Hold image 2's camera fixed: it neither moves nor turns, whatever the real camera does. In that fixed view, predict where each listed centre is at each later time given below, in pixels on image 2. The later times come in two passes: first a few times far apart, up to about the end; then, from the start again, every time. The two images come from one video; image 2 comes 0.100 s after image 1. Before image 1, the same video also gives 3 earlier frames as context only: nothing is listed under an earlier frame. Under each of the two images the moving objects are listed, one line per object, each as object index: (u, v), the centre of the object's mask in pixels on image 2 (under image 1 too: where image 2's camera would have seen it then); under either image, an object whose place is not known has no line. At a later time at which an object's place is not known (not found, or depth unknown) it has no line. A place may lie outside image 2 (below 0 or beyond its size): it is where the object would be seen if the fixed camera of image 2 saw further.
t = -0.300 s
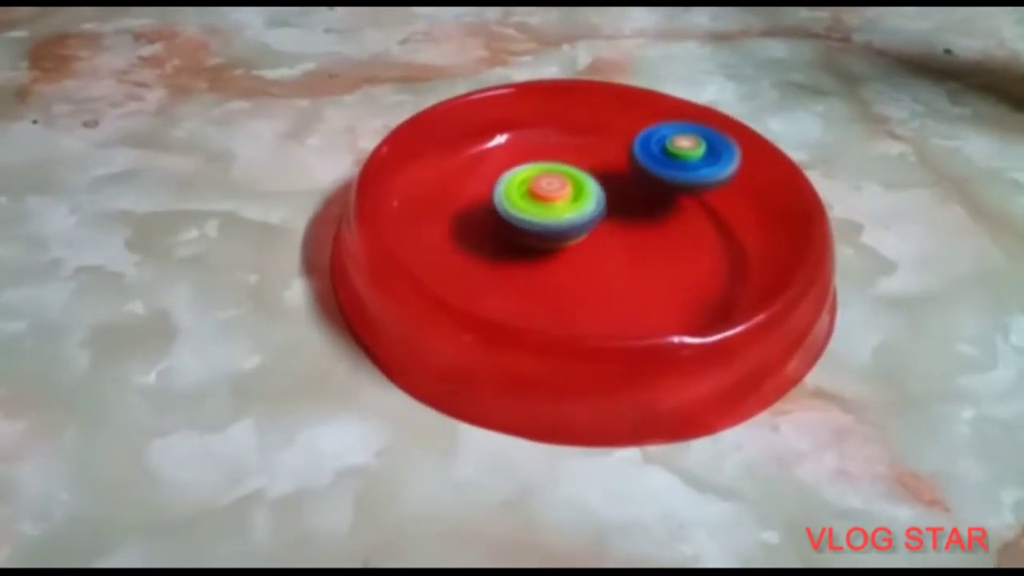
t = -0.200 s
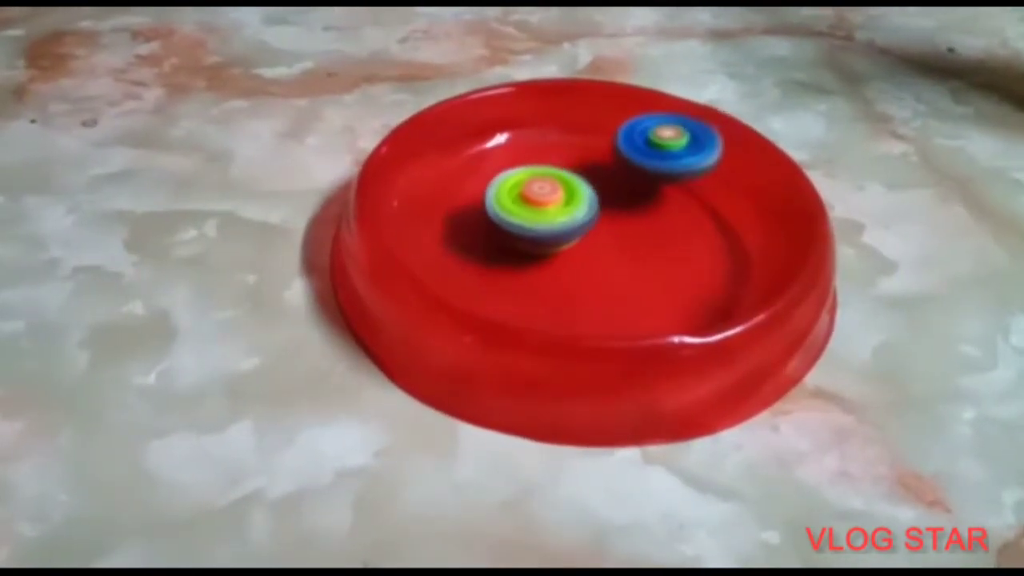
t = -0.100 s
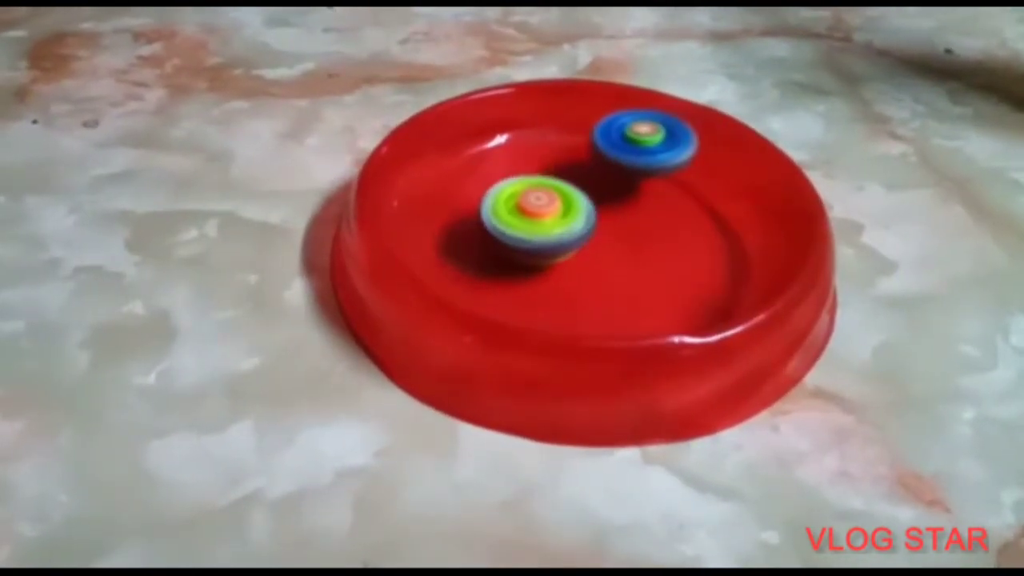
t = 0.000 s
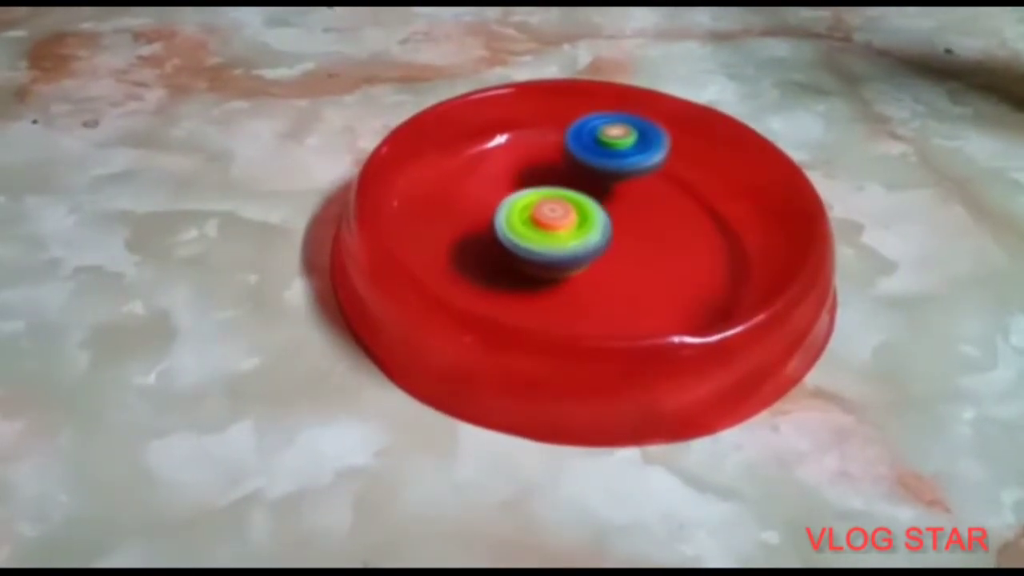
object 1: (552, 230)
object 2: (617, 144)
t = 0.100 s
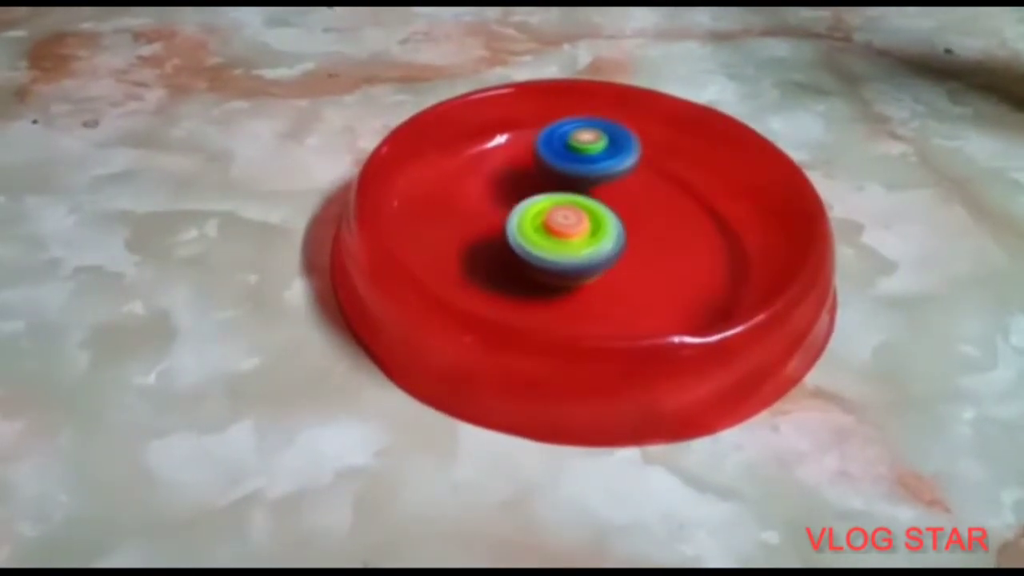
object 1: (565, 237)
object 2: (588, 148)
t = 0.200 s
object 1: (577, 241)
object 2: (564, 156)
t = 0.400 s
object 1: (642, 286)
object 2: (518, 123)
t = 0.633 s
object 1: (689, 249)
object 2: (479, 145)
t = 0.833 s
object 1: (659, 207)
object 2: (465, 179)
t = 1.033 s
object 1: (604, 175)
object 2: (466, 206)
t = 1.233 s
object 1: (544, 154)
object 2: (488, 240)
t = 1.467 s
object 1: (485, 165)
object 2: (544, 275)
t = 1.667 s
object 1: (482, 197)
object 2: (592, 280)
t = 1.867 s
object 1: (532, 222)
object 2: (651, 284)
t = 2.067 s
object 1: (550, 198)
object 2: (720, 258)
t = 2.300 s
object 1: (560, 180)
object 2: (738, 207)
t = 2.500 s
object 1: (575, 174)
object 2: (718, 175)
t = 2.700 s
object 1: (572, 177)
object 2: (696, 155)
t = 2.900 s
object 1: (543, 191)
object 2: (668, 144)
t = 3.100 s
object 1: (531, 220)
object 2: (624, 146)
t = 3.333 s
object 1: (568, 254)
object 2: (570, 154)
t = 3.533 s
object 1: (612, 254)
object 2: (525, 166)
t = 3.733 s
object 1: (639, 237)
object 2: (490, 181)
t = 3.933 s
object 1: (634, 215)
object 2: (468, 192)
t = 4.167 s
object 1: (596, 197)
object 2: (468, 208)
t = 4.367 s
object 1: (575, 195)
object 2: (476, 222)
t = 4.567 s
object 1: (572, 197)
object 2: (489, 242)
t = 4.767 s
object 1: (578, 199)
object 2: (518, 257)
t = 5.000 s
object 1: (598, 201)
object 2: (550, 272)
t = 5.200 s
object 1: (612, 201)
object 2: (586, 273)
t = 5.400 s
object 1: (636, 169)
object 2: (601, 294)
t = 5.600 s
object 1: (638, 151)
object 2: (616, 288)
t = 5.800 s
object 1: (636, 153)
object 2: (636, 269)
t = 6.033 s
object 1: (623, 173)
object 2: (669, 241)
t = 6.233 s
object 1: (594, 180)
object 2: (703, 257)
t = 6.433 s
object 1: (562, 188)
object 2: (722, 260)
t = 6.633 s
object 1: (529, 201)
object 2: (711, 255)
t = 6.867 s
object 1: (531, 231)
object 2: (674, 232)
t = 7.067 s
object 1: (547, 248)
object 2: (678, 208)
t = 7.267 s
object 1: (583, 249)
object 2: (693, 188)
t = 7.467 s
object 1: (608, 239)
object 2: (706, 175)
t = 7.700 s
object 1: (613, 233)
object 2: (712, 167)
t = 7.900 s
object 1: (601, 232)
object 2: (706, 167)
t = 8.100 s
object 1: (585, 226)
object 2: (675, 169)
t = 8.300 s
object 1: (496, 232)
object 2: (696, 142)
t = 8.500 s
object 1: (471, 225)
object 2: (663, 135)
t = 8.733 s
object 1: (528, 203)
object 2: (637, 124)
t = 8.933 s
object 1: (604, 201)
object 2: (624, 121)
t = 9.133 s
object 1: (679, 215)
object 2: (604, 127)
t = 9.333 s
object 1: (733, 238)
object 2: (580, 131)
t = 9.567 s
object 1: (722, 254)
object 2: (553, 134)
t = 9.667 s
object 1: (693, 252)
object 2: (545, 134)
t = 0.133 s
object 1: (568, 239)
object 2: (579, 150)
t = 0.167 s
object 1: (573, 240)
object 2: (572, 153)
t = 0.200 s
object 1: (577, 241)
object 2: (564, 156)
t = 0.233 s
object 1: (584, 241)
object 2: (557, 159)
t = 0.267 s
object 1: (593, 256)
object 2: (545, 142)
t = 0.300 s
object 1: (604, 273)
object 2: (538, 121)
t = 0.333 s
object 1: (614, 280)
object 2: (533, 120)
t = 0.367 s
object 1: (628, 286)
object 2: (525, 121)
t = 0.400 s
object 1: (642, 286)
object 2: (518, 123)
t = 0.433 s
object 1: (656, 284)
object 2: (510, 124)
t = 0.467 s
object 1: (668, 280)
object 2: (504, 127)
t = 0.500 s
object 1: (676, 276)
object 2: (497, 130)
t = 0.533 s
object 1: (683, 270)
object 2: (492, 133)
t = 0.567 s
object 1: (687, 263)
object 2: (487, 136)
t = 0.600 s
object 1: (689, 256)
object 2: (483, 140)
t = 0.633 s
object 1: (689, 249)
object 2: (479, 145)
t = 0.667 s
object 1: (687, 241)
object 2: (476, 151)
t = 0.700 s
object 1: (684, 234)
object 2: (473, 157)
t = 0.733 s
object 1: (680, 228)
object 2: (470, 162)
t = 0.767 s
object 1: (674, 221)
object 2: (467, 167)
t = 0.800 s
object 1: (667, 214)
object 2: (466, 173)
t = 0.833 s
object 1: (659, 207)
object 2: (465, 179)
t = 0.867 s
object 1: (650, 201)
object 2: (464, 183)
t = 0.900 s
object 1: (641, 198)
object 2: (463, 188)
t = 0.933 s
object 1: (632, 191)
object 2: (463, 193)
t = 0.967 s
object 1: (623, 185)
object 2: (463, 197)
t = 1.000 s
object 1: (613, 180)
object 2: (465, 202)
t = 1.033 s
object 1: (604, 175)
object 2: (466, 206)
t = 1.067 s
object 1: (595, 170)
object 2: (469, 212)
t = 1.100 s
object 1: (585, 166)
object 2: (472, 217)
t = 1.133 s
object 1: (575, 162)
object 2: (475, 222)
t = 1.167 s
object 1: (565, 159)
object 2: (478, 228)
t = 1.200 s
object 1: (555, 156)
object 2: (482, 234)
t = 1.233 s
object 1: (544, 154)
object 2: (488, 240)
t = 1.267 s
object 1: (533, 154)
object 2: (494, 247)
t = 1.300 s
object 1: (522, 154)
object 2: (501, 252)
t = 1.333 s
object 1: (513, 154)
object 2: (509, 257)
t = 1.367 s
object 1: (504, 155)
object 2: (518, 263)
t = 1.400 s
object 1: (496, 158)
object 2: (526, 268)
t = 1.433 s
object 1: (490, 161)
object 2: (535, 272)
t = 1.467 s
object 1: (485, 165)
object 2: (544, 275)
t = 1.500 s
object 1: (481, 170)
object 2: (552, 277)
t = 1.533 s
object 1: (480, 174)
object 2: (561, 279)
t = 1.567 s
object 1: (478, 179)
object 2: (570, 280)
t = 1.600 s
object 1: (478, 185)
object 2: (577, 281)
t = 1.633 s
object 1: (479, 191)
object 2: (584, 280)
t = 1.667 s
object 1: (482, 197)
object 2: (592, 280)
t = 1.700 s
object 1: (488, 202)
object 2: (599, 280)
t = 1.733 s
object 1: (496, 208)
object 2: (606, 280)
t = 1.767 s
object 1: (506, 212)
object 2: (613, 279)
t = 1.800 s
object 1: (516, 218)
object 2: (619, 279)
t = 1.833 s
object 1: (525, 222)
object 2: (626, 278)
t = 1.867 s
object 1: (532, 222)
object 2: (651, 284)
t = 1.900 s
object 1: (537, 219)
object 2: (671, 284)
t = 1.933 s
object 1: (542, 216)
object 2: (684, 279)
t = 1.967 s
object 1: (545, 212)
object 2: (694, 275)
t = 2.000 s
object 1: (547, 207)
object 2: (703, 269)
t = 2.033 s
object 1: (548, 203)
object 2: (712, 264)
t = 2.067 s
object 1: (550, 198)
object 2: (720, 258)
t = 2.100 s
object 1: (550, 194)
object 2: (726, 251)
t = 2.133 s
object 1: (550, 191)
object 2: (732, 244)
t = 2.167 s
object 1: (551, 187)
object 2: (737, 237)
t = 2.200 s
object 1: (554, 185)
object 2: (741, 230)
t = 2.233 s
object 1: (556, 184)
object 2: (741, 221)
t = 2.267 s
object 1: (558, 181)
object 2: (740, 214)
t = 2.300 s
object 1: (560, 180)
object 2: (738, 207)
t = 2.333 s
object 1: (561, 178)
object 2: (736, 201)
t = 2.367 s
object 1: (564, 176)
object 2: (733, 196)
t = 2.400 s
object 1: (566, 175)
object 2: (729, 191)
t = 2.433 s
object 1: (568, 174)
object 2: (725, 186)
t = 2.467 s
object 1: (572, 174)
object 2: (722, 181)
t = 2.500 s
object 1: (575, 174)
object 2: (718, 175)
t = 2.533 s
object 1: (579, 174)
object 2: (714, 170)
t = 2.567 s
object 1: (582, 175)
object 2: (709, 165)
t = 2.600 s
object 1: (584, 176)
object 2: (705, 160)
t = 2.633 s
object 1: (583, 177)
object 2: (701, 157)
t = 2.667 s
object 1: (578, 175)
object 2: (701, 154)
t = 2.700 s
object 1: (572, 177)
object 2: (696, 155)
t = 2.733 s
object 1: (566, 179)
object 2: (693, 153)
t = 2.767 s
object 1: (561, 181)
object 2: (689, 151)
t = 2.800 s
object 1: (557, 183)
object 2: (683, 149)
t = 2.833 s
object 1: (553, 185)
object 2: (679, 147)
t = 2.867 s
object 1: (547, 189)
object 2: (674, 145)
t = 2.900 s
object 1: (543, 191)
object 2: (668, 144)
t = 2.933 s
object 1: (538, 195)
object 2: (662, 144)
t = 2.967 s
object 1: (534, 199)
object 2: (655, 143)
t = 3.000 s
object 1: (531, 203)
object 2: (648, 144)
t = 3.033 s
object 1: (529, 209)
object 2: (640, 145)
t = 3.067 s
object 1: (529, 214)
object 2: (632, 145)
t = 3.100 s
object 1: (531, 220)
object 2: (624, 146)
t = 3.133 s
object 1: (534, 225)
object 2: (616, 146)
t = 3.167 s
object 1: (538, 232)
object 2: (608, 148)
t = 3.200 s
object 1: (542, 236)
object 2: (600, 149)
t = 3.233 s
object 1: (547, 242)
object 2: (592, 150)
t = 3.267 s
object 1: (552, 247)
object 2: (585, 151)
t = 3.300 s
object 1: (559, 251)
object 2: (577, 153)
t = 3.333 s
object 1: (568, 254)
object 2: (570, 154)
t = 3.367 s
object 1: (577, 256)
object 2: (562, 156)
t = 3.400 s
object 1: (585, 256)
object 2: (554, 158)
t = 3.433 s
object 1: (592, 256)
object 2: (547, 160)
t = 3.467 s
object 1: (600, 256)
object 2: (540, 162)
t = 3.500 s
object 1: (607, 254)
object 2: (532, 164)
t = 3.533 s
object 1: (612, 254)
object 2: (525, 166)
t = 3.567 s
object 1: (620, 251)
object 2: (518, 169)
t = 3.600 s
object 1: (625, 250)
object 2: (512, 171)
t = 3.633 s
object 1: (630, 248)
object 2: (507, 173)
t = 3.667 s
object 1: (634, 244)
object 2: (501, 176)
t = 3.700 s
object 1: (638, 241)
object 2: (495, 179)
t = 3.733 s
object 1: (639, 237)
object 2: (490, 181)
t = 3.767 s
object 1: (641, 234)
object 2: (485, 184)
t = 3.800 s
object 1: (641, 231)
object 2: (481, 186)
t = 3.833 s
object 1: (640, 227)
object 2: (477, 188)
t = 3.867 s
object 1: (639, 224)
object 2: (474, 189)
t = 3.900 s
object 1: (637, 219)
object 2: (470, 190)
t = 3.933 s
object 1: (634, 215)
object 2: (468, 192)
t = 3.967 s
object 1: (631, 212)
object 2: (467, 194)
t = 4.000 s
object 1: (626, 208)
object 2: (465, 195)
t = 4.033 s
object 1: (621, 206)
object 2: (465, 198)
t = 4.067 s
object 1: (616, 203)
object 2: (465, 200)
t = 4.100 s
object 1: (610, 201)
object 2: (465, 202)
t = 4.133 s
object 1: (603, 198)
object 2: (466, 205)
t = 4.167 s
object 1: (596, 197)
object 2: (468, 208)
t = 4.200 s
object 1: (590, 196)
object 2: (470, 210)
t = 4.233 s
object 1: (583, 196)
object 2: (473, 213)
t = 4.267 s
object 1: (579, 196)
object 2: (475, 214)
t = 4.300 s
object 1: (577, 196)
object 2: (475, 217)
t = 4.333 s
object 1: (574, 195)
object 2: (475, 219)
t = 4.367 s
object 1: (575, 195)
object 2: (476, 222)
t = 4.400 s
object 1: (573, 195)
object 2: (477, 226)
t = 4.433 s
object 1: (572, 195)
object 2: (478, 228)
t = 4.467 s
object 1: (571, 195)
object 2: (480, 232)
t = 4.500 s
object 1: (572, 196)
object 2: (483, 236)
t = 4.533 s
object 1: (572, 195)
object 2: (486, 239)
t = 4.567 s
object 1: (572, 197)
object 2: (489, 242)
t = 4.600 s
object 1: (572, 197)
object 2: (493, 245)
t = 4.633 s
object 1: (572, 197)
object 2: (497, 248)
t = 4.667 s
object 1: (573, 198)
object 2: (502, 249)
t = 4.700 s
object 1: (574, 198)
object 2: (507, 251)
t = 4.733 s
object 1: (574, 199)
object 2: (513, 253)
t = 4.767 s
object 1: (578, 199)
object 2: (518, 257)
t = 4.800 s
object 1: (583, 200)
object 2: (519, 259)
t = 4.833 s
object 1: (586, 200)
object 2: (525, 262)
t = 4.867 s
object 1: (590, 200)
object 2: (529, 265)
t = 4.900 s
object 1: (591, 200)
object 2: (534, 268)
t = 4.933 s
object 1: (593, 200)
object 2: (540, 270)
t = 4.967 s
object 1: (597, 201)
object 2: (544, 271)
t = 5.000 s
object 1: (598, 201)
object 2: (550, 272)
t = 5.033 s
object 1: (601, 201)
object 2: (555, 273)
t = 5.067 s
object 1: (605, 201)
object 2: (561, 274)
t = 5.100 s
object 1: (606, 202)
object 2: (567, 274)
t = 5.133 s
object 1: (609, 202)
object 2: (573, 274)
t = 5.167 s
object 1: (611, 202)
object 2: (580, 273)
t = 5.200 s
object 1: (612, 201)
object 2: (586, 273)
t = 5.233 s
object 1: (614, 201)
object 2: (592, 271)
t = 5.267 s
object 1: (615, 201)
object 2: (598, 272)
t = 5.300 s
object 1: (623, 191)
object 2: (592, 286)
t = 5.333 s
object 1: (632, 181)
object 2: (589, 292)
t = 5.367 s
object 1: (633, 174)
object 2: (595, 294)
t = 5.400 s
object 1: (636, 169)
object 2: (601, 294)
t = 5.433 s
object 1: (637, 167)
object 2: (606, 295)
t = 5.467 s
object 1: (639, 160)
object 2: (610, 294)
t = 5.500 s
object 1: (640, 156)
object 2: (611, 294)
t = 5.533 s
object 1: (639, 154)
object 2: (613, 292)
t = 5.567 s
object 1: (639, 151)
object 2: (615, 291)
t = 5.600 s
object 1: (638, 151)
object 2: (616, 288)
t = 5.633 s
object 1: (637, 150)
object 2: (619, 286)
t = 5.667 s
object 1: (637, 149)
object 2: (621, 283)
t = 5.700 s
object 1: (635, 149)
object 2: (624, 280)
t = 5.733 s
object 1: (636, 150)
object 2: (628, 277)
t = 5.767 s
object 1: (636, 151)
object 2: (632, 273)
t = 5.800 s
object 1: (636, 153)
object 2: (636, 269)
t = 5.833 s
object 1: (635, 155)
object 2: (642, 265)
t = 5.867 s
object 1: (634, 159)
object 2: (647, 261)
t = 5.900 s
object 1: (633, 162)
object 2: (652, 258)
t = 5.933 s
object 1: (631, 165)
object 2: (655, 253)
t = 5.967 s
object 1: (629, 169)
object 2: (660, 249)
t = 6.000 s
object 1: (627, 171)
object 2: (664, 245)
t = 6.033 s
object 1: (623, 173)
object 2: (669, 241)
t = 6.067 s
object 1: (621, 175)
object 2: (672, 241)
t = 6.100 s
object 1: (618, 178)
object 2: (676, 249)
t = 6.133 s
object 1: (612, 179)
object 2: (681, 250)
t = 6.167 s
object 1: (606, 180)
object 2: (690, 253)
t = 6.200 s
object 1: (600, 180)
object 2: (696, 255)
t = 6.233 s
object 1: (594, 180)
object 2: (703, 257)
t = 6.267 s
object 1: (587, 182)
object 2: (708, 258)
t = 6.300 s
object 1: (581, 183)
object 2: (713, 260)
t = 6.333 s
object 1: (576, 184)
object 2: (716, 261)
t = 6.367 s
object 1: (572, 186)
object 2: (719, 261)
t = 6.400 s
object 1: (566, 187)
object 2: (721, 261)
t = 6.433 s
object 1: (562, 188)
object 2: (722, 260)
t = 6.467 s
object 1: (556, 189)
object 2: (723, 260)
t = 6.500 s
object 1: (550, 190)
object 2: (723, 260)
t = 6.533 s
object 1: (545, 193)
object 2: (722, 259)
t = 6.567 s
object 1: (539, 195)
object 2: (719, 258)
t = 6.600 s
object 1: (534, 198)
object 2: (715, 257)
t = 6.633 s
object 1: (529, 201)
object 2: (711, 255)
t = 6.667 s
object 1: (526, 205)
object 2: (706, 252)
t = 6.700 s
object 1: (524, 208)
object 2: (701, 250)
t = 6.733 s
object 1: (524, 212)
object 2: (695, 247)
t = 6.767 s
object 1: (523, 216)
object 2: (690, 244)
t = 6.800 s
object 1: (525, 221)
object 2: (684, 240)
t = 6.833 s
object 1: (528, 226)
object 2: (679, 236)
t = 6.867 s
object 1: (531, 231)
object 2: (674, 232)
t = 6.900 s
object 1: (535, 234)
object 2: (670, 228)
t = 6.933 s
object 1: (536, 237)
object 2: (673, 224)
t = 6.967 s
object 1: (538, 239)
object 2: (676, 221)
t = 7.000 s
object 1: (539, 243)
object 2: (675, 217)
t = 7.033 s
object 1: (542, 246)
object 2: (677, 212)
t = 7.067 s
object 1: (547, 248)
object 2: (678, 208)
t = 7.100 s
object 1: (553, 250)
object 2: (679, 204)
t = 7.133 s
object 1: (559, 252)
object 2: (682, 201)
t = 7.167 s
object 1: (565, 252)
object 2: (684, 197)
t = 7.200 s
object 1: (571, 253)
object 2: (687, 194)
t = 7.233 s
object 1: (576, 251)
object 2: (690, 191)
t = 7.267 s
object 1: (583, 249)
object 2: (693, 188)
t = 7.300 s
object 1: (586, 248)
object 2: (696, 185)
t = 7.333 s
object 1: (591, 246)
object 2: (699, 183)
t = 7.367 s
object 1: (595, 244)
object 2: (702, 181)
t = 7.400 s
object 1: (600, 243)
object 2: (704, 178)
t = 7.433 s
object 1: (604, 241)
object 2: (706, 176)
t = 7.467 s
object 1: (608, 239)
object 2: (706, 175)
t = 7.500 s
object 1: (613, 238)
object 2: (706, 174)
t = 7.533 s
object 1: (617, 238)
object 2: (705, 173)
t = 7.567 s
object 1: (621, 234)
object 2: (705, 173)
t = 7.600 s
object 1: (622, 234)
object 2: (705, 172)
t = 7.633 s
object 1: (619, 232)
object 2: (712, 171)
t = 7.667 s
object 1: (618, 232)
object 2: (710, 170)
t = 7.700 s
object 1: (613, 233)
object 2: (712, 167)
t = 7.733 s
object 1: (613, 233)
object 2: (713, 168)
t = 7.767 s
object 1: (610, 233)
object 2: (710, 166)
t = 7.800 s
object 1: (609, 233)
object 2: (710, 166)
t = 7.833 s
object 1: (605, 233)
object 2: (711, 166)
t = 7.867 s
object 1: (604, 233)
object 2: (708, 166)
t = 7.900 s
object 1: (601, 232)
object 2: (706, 167)
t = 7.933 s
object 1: (599, 232)
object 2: (703, 167)
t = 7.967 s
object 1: (595, 230)
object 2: (698, 167)
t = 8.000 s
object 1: (593, 230)
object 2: (694, 168)
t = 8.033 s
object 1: (591, 227)
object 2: (687, 169)
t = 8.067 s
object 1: (588, 228)
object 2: (682, 168)
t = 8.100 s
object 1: (585, 226)
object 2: (675, 169)
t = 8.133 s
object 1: (580, 224)
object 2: (673, 167)
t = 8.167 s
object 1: (555, 229)
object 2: (702, 154)
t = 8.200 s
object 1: (539, 231)
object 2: (706, 150)
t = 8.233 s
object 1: (526, 232)
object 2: (706, 148)
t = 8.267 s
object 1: (512, 232)
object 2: (700, 145)
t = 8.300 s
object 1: (496, 232)
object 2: (696, 142)
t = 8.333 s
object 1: (484, 231)
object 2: (688, 140)
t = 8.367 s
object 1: (475, 230)
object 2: (684, 139)
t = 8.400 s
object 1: (468, 228)
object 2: (678, 139)
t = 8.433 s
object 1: (465, 227)
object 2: (672, 138)
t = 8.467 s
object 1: (470, 227)
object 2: (667, 136)
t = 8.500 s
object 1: (471, 225)
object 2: (663, 135)
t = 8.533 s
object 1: (477, 222)
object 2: (658, 135)
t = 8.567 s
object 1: (484, 219)
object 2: (654, 133)
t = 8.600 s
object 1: (490, 215)
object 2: (650, 132)
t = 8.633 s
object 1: (497, 211)
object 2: (647, 130)
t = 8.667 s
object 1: (506, 207)
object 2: (643, 129)
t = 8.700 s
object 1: (516, 205)
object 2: (640, 126)
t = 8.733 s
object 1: (528, 203)
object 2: (637, 124)
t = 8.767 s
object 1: (541, 201)
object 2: (634, 123)
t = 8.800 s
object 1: (551, 201)
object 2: (630, 123)
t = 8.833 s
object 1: (564, 200)
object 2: (628, 122)
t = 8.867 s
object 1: (576, 201)
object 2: (626, 121)
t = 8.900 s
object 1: (588, 199)
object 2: (625, 121)
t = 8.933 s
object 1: (604, 201)
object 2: (624, 121)
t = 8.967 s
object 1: (615, 203)
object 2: (623, 122)
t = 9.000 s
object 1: (629, 203)
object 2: (618, 123)
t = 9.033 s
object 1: (643, 206)
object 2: (614, 124)
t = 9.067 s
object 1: (654, 209)
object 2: (612, 124)
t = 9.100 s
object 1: (668, 210)
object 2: (609, 125)
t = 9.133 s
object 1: (679, 215)
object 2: (604, 127)
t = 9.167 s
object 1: (690, 218)
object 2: (600, 128)
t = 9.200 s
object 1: (703, 224)
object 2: (597, 128)
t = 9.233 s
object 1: (711, 228)
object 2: (595, 129)
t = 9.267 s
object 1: (721, 232)
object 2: (589, 130)
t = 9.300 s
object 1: (728, 235)
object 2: (584, 131)
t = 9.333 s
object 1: (733, 238)
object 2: (580, 131)
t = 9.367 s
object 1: (738, 240)
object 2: (577, 131)
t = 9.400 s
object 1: (741, 243)
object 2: (573, 132)
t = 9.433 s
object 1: (740, 245)
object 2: (568, 132)
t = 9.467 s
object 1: (739, 248)
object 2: (564, 133)
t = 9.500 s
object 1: (736, 250)
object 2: (560, 133)
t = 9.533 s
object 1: (729, 253)
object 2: (558, 133)
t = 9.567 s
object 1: (722, 254)
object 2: (553, 134)
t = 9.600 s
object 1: (713, 255)
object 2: (550, 134)
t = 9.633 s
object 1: (703, 254)
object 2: (547, 133)
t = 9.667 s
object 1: (693, 252)
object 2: (545, 134)
